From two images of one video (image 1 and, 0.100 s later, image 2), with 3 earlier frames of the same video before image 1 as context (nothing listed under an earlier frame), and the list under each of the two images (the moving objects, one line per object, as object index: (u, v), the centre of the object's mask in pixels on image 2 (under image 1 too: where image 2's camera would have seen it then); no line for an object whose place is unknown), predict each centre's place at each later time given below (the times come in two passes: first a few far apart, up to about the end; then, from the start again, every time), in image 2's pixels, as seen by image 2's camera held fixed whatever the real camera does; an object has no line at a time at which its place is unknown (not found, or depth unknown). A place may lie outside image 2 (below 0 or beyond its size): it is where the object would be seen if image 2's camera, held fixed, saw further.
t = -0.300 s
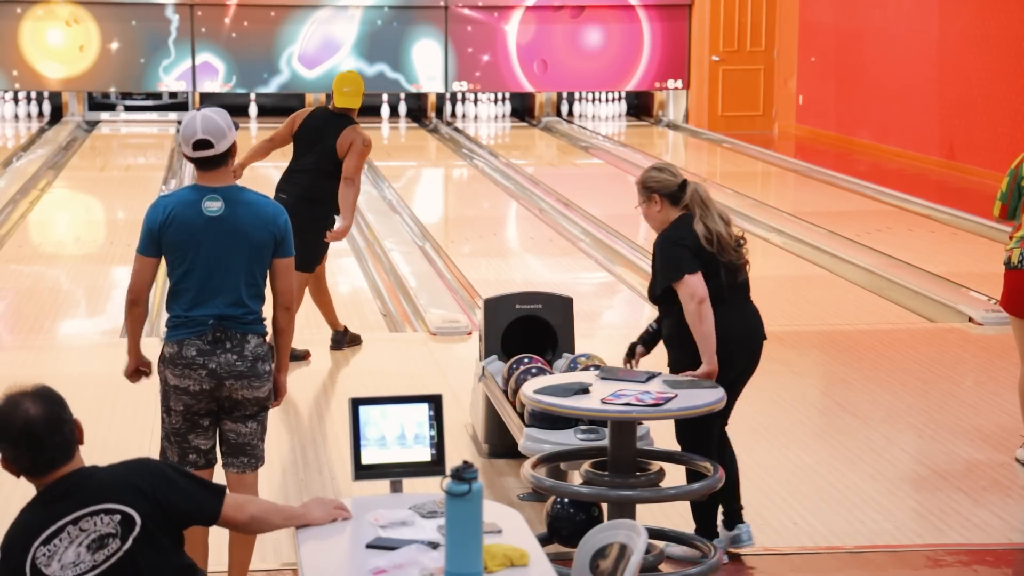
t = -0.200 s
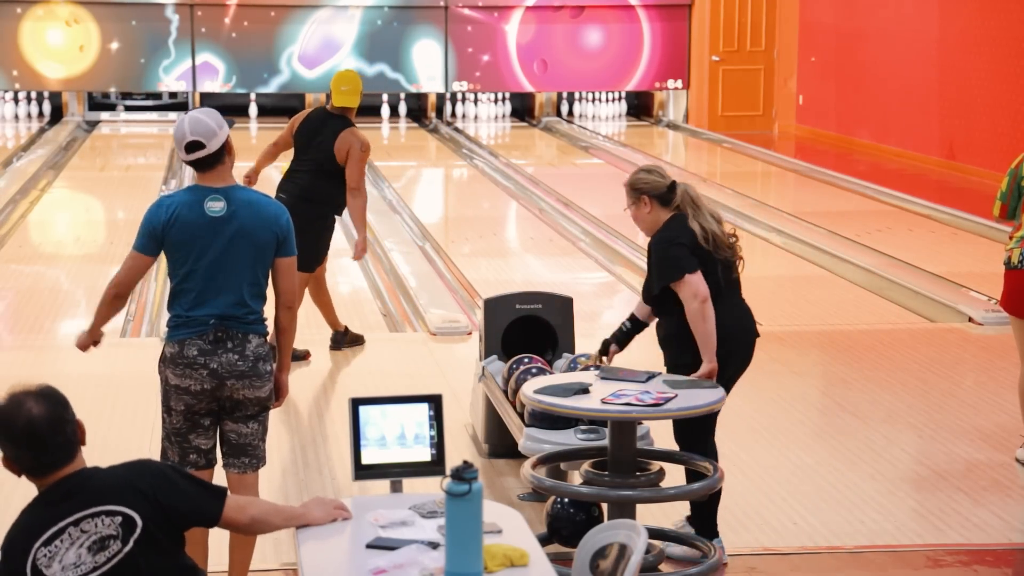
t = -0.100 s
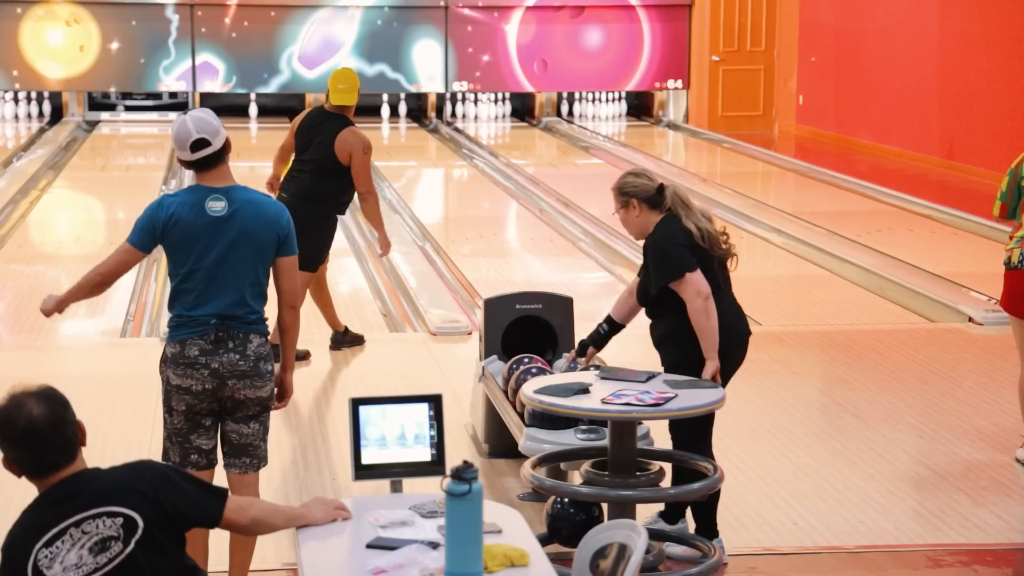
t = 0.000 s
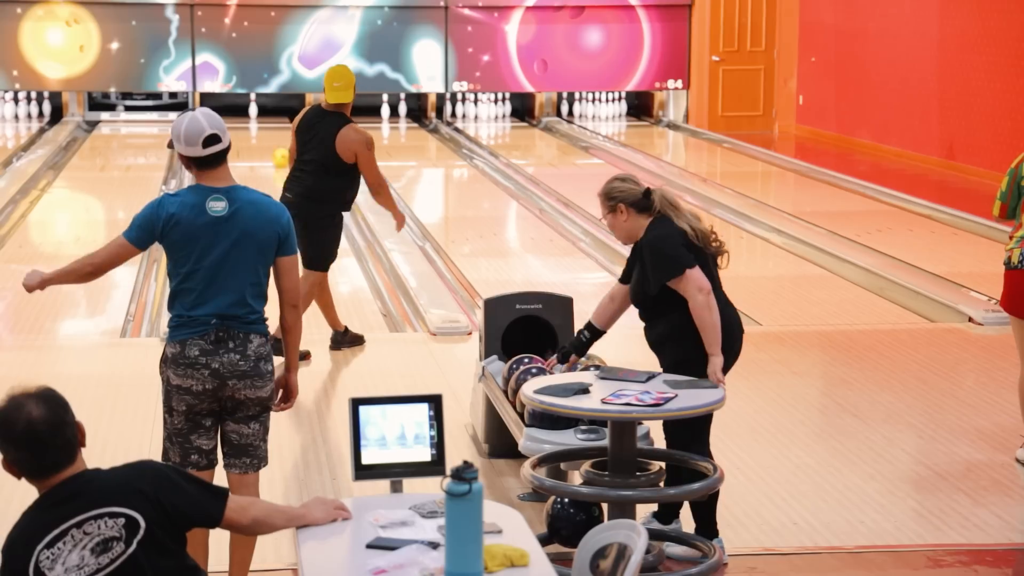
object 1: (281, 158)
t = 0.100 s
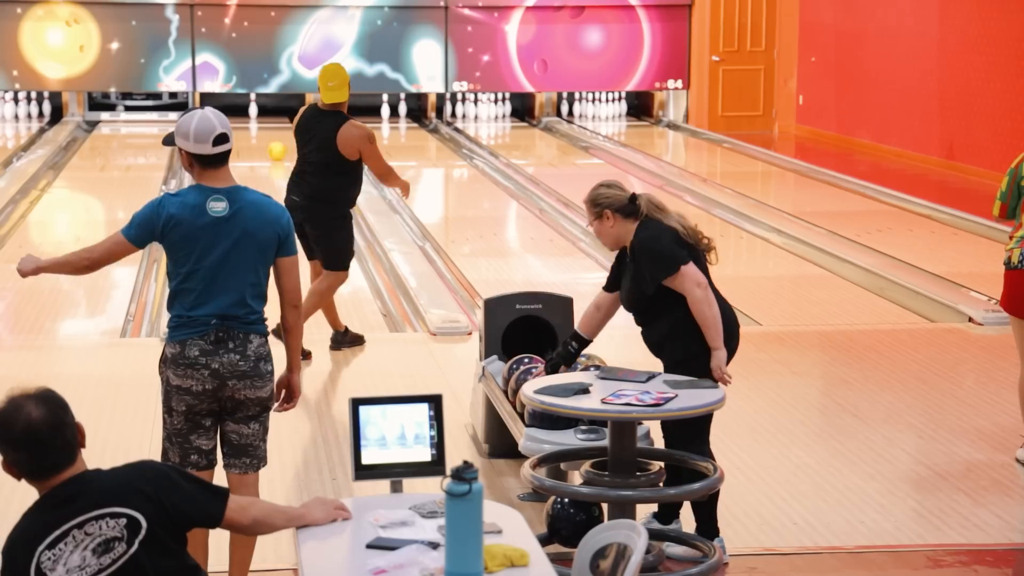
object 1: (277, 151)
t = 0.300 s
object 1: (269, 140)
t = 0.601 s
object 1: (259, 124)
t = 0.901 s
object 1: (248, 112)
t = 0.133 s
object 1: (275, 149)
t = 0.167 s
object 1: (274, 147)
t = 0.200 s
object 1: (273, 146)
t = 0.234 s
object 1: (272, 144)
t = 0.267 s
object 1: (270, 141)
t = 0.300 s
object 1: (269, 140)
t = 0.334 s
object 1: (268, 138)
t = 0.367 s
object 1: (266, 136)
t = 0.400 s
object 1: (265, 134)
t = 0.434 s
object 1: (264, 132)
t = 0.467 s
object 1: (263, 131)
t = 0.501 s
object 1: (262, 129)
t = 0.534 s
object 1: (262, 128)
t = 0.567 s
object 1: (260, 125)
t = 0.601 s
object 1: (259, 124)
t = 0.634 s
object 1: (258, 123)
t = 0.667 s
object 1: (256, 121)
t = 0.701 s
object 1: (255, 120)
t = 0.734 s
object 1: (254, 119)
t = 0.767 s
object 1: (253, 118)
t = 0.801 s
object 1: (251, 116)
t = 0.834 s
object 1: (250, 114)
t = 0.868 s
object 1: (250, 113)
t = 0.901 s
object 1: (248, 112)
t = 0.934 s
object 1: (246, 111)
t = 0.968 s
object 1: (243, 110)
